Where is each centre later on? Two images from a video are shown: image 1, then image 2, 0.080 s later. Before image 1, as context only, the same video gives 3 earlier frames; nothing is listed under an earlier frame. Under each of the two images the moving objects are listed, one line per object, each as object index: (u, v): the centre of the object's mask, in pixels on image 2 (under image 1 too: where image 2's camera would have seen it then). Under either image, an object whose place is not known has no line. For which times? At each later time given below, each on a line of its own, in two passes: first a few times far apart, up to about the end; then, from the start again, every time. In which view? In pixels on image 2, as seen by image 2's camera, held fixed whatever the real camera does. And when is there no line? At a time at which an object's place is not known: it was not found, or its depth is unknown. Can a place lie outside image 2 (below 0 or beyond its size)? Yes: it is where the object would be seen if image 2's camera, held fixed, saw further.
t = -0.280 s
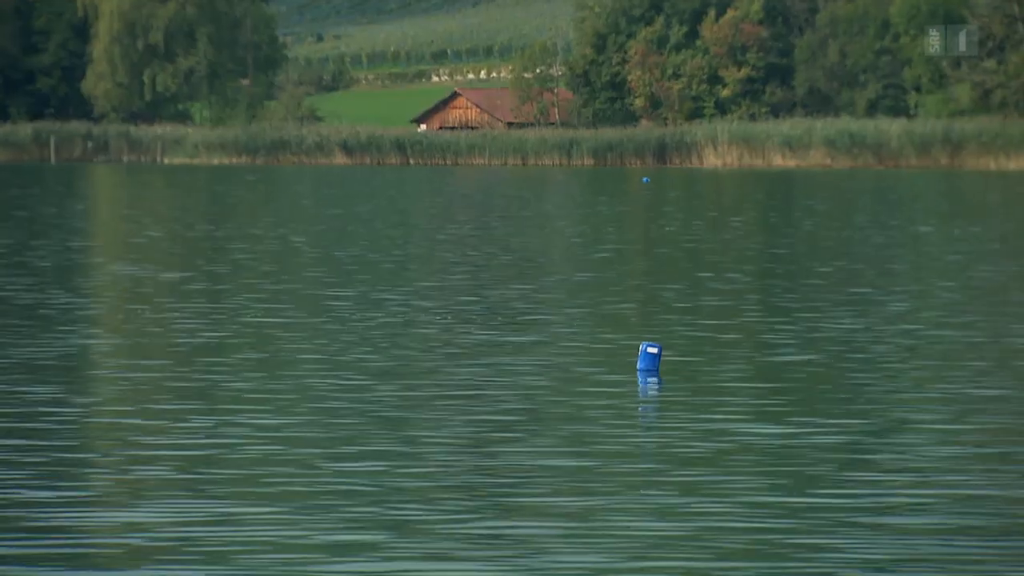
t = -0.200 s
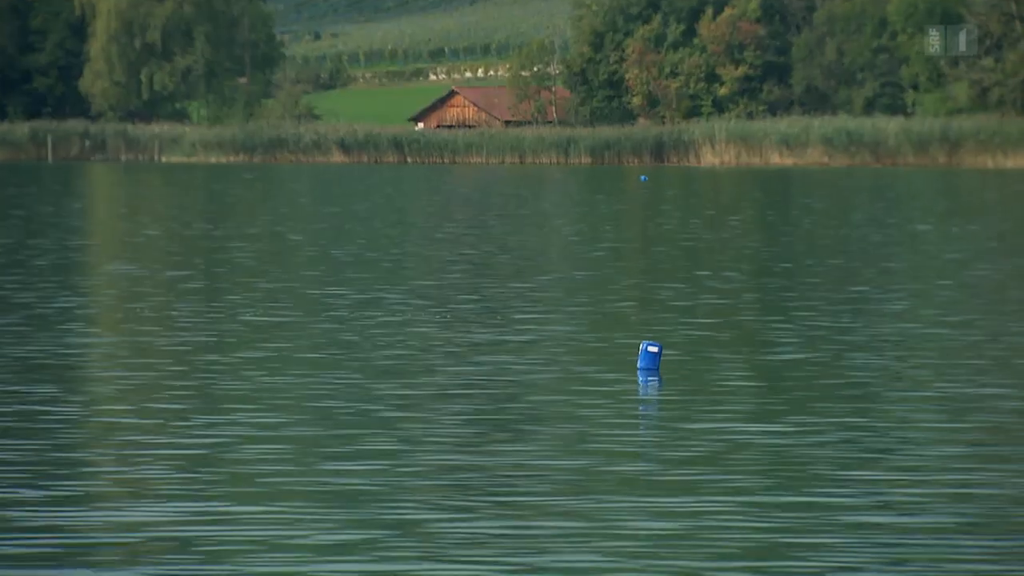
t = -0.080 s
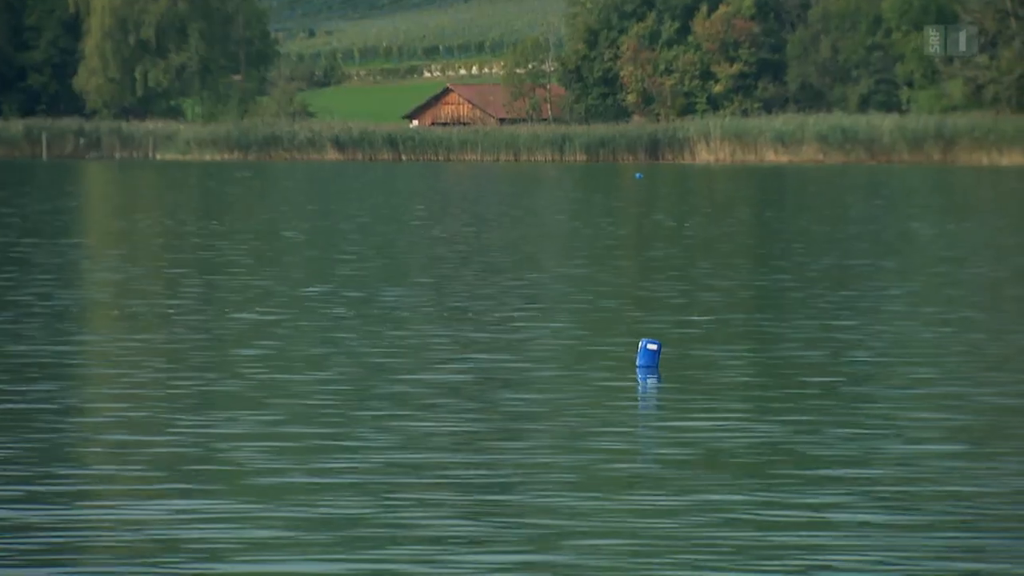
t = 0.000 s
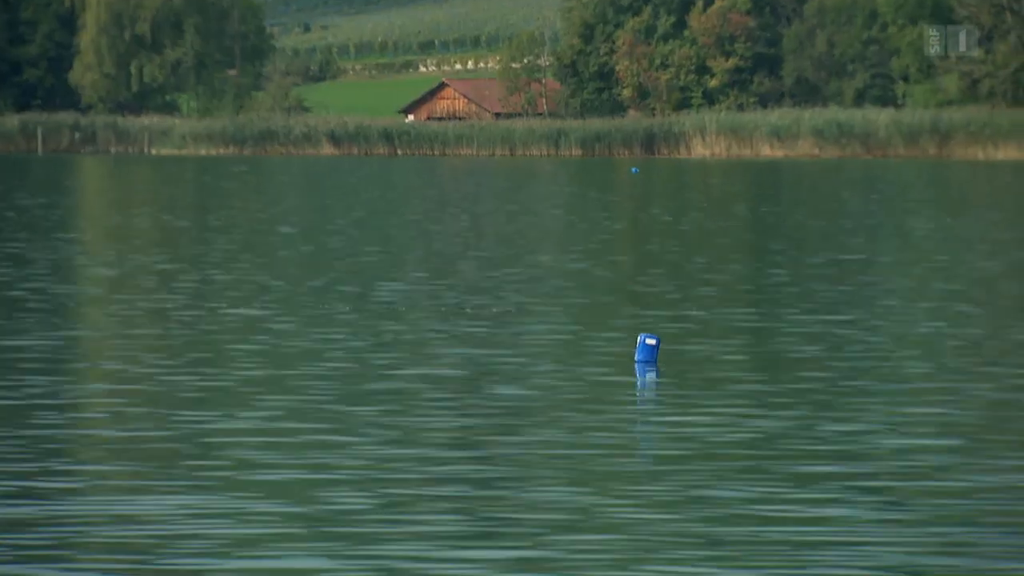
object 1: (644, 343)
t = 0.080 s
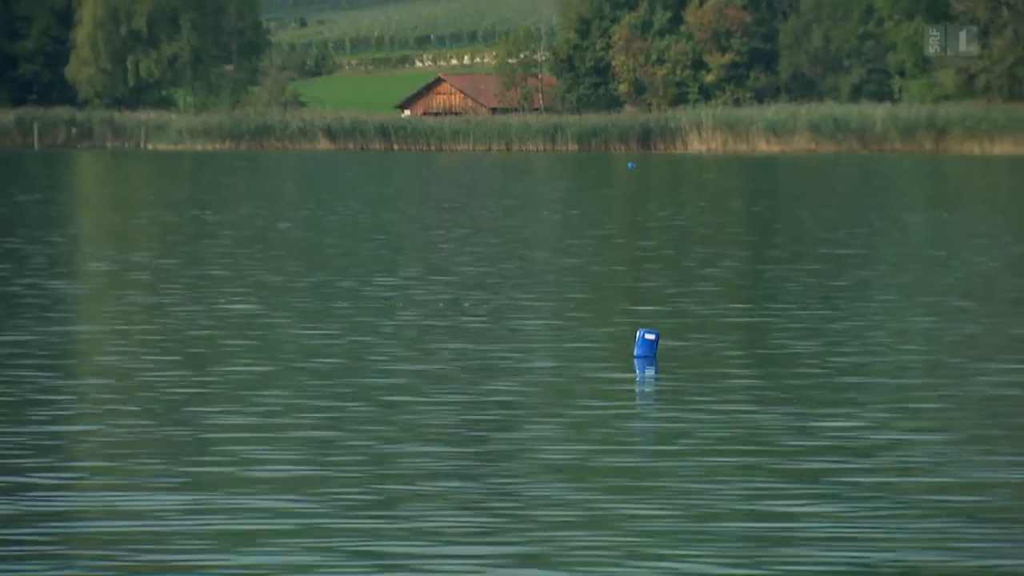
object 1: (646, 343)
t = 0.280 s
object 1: (649, 344)
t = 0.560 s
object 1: (655, 346)
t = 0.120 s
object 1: (647, 344)
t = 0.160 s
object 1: (648, 343)
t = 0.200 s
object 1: (648, 344)
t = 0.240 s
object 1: (649, 344)
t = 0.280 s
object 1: (649, 344)
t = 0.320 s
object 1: (651, 344)
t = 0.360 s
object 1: (651, 344)
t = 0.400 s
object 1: (652, 345)
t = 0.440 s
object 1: (652, 345)
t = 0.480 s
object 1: (654, 345)
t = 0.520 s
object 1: (654, 345)
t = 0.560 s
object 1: (655, 346)
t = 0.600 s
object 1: (655, 346)
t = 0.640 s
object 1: (657, 344)
